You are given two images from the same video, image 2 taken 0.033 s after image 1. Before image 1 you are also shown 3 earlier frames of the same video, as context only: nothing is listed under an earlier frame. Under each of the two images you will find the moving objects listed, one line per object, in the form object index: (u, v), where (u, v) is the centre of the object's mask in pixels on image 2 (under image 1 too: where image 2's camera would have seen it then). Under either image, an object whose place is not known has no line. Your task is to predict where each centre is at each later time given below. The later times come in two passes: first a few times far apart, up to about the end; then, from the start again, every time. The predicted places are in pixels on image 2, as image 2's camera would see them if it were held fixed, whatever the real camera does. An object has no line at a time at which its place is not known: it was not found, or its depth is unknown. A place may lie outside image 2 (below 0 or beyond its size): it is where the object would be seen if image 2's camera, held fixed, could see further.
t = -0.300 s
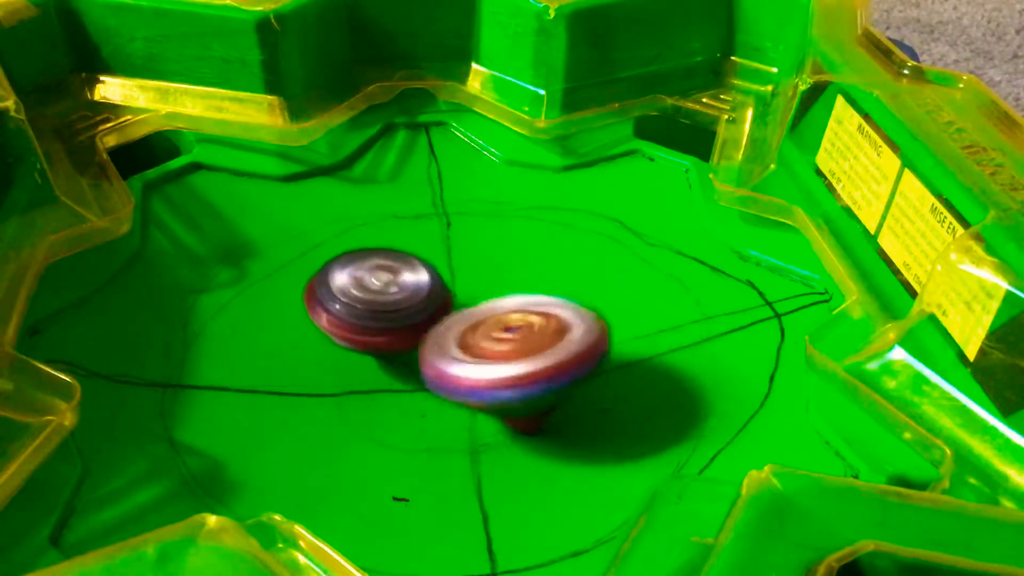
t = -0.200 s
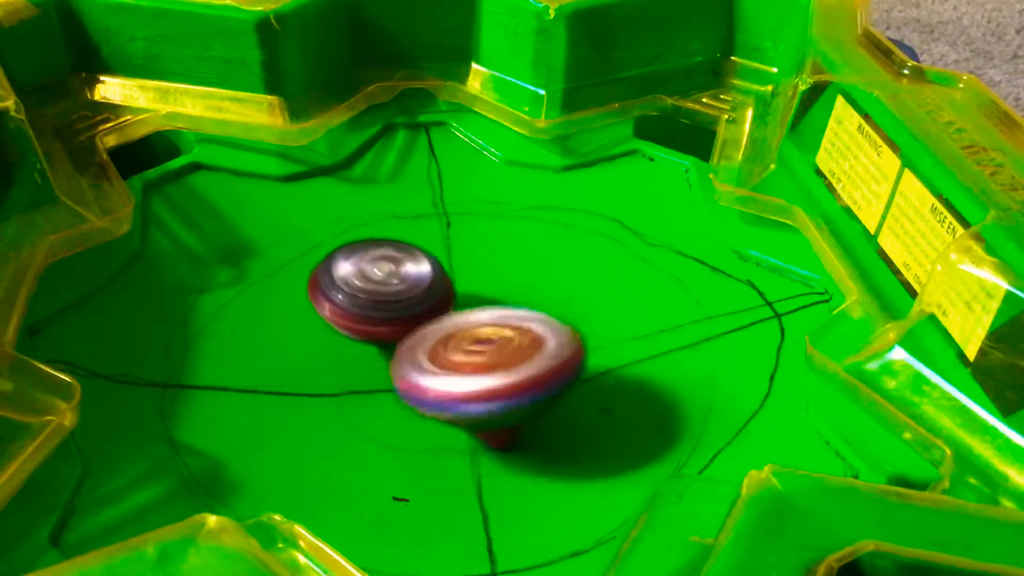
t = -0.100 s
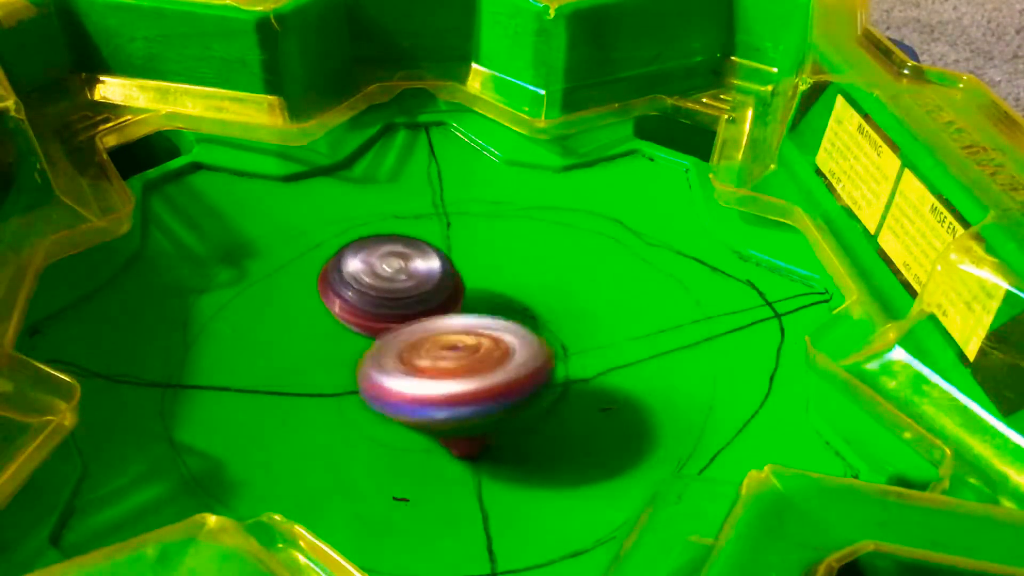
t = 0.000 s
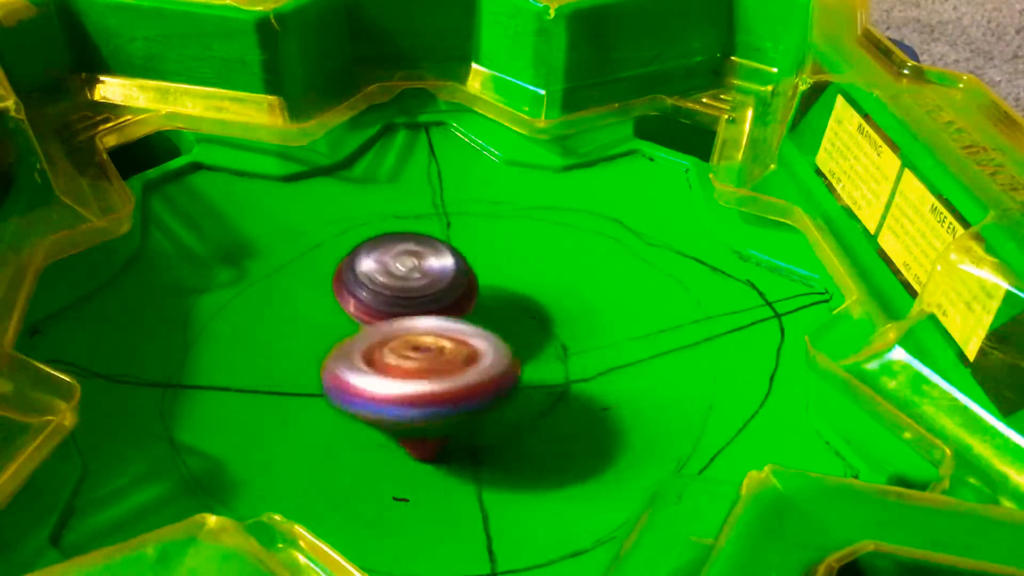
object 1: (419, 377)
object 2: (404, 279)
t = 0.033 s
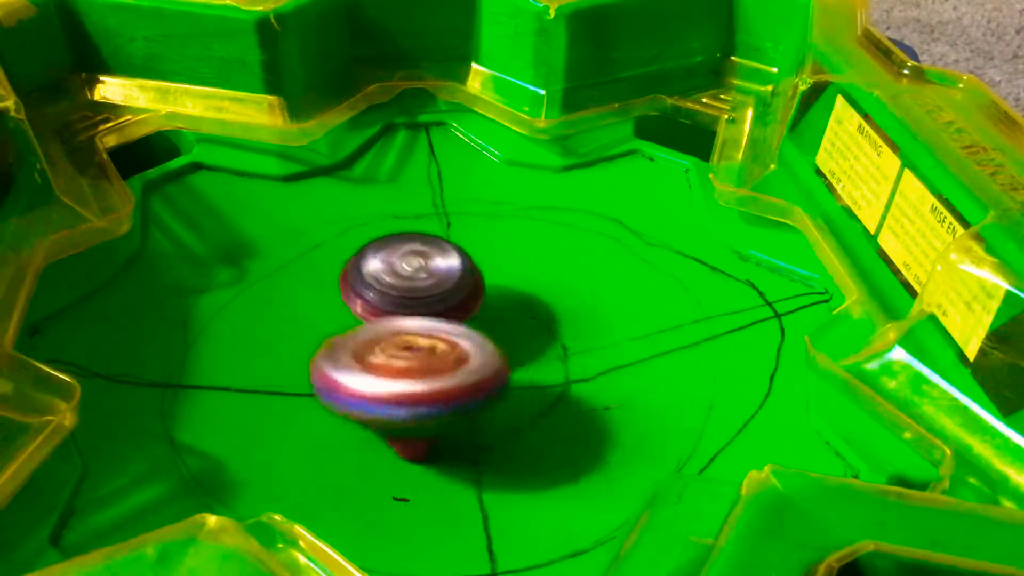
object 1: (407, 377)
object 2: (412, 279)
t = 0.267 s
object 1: (344, 352)
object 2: (473, 283)
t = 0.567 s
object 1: (327, 306)
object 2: (498, 293)
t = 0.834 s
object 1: (352, 265)
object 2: (519, 325)
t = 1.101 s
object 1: (423, 247)
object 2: (498, 349)
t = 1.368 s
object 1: (497, 253)
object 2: (438, 365)
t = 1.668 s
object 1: (546, 287)
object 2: (395, 353)
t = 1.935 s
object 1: (542, 331)
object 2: (354, 312)
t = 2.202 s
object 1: (475, 355)
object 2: (358, 292)
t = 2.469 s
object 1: (412, 371)
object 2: (410, 263)
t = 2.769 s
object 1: (362, 340)
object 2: (487, 272)
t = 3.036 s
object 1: (365, 291)
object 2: (547, 296)
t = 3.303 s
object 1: (407, 258)
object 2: (545, 326)
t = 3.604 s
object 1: (470, 252)
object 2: (487, 368)
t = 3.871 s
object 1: (517, 279)
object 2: (407, 373)
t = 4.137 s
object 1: (522, 317)
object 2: (348, 348)
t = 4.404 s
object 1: (479, 351)
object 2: (333, 305)
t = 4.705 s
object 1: (411, 351)
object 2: (374, 256)
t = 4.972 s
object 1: (374, 323)
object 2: (459, 246)
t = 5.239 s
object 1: (376, 289)
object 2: (534, 268)
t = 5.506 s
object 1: (417, 272)
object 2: (586, 317)
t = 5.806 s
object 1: (468, 275)
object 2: (559, 373)
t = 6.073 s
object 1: (479, 286)
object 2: (446, 402)
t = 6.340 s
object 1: (474, 298)
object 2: (325, 371)
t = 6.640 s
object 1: (481, 305)
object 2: (295, 287)
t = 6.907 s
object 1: (489, 312)
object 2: (375, 248)
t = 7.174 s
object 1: (463, 334)
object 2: (507, 246)
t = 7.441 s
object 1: (397, 342)
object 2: (584, 311)
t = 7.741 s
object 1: (363, 310)
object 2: (510, 378)
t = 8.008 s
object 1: (379, 234)
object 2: (420, 400)
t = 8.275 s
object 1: (471, 234)
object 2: (377, 330)
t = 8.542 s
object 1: (590, 271)
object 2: (423, 281)
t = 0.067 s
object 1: (397, 376)
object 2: (421, 279)
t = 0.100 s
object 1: (387, 374)
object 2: (432, 279)
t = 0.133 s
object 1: (376, 366)
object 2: (442, 280)
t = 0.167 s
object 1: (368, 363)
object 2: (451, 282)
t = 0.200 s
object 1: (358, 360)
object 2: (459, 283)
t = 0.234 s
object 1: (351, 356)
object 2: (467, 283)
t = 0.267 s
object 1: (344, 352)
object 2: (473, 283)
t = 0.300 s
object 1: (337, 348)
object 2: (478, 283)
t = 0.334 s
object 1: (332, 343)
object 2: (483, 283)
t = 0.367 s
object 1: (329, 338)
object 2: (487, 284)
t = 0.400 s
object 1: (326, 332)
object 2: (490, 285)
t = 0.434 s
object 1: (324, 327)
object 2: (493, 286)
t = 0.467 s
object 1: (323, 321)
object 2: (495, 287)
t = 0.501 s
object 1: (323, 316)
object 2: (497, 288)
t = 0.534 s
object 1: (324, 310)
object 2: (498, 290)
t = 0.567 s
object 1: (327, 306)
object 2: (498, 293)
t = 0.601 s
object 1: (329, 300)
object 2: (499, 295)
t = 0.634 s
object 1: (331, 295)
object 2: (500, 299)
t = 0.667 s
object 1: (330, 289)
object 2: (507, 303)
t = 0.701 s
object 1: (332, 283)
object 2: (510, 307)
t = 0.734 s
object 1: (336, 278)
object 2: (513, 312)
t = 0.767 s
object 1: (341, 273)
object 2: (516, 316)
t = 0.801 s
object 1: (346, 268)
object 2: (518, 321)
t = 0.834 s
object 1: (352, 265)
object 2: (519, 325)
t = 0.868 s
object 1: (359, 262)
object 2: (520, 330)
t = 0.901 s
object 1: (366, 259)
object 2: (520, 333)
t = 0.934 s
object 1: (374, 255)
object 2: (519, 337)
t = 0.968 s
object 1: (384, 253)
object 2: (516, 340)
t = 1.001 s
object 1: (394, 251)
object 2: (513, 342)
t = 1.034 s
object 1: (404, 249)
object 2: (508, 344)
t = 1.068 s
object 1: (414, 248)
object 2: (504, 347)
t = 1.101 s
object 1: (423, 247)
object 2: (498, 349)
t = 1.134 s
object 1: (432, 245)
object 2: (492, 352)
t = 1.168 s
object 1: (443, 245)
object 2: (486, 355)
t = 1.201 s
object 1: (452, 245)
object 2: (479, 358)
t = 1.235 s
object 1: (462, 245)
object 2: (470, 360)
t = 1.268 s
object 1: (471, 246)
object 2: (460, 362)
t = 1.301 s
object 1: (480, 248)
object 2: (453, 363)
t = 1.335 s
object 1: (489, 250)
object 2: (445, 365)
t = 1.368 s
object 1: (497, 253)
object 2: (438, 365)
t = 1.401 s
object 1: (504, 255)
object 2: (432, 365)
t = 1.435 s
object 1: (512, 259)
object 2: (425, 365)
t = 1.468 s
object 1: (519, 262)
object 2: (419, 365)
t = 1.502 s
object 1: (526, 266)
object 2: (414, 364)
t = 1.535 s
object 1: (531, 270)
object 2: (408, 362)
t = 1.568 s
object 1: (537, 273)
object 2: (404, 360)
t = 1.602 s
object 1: (541, 278)
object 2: (400, 358)
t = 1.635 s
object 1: (544, 283)
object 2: (397, 355)
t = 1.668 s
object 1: (546, 287)
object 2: (395, 353)
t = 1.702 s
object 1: (548, 292)
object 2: (392, 349)
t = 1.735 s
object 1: (552, 298)
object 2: (385, 344)
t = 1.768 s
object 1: (554, 304)
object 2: (378, 338)
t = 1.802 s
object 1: (553, 310)
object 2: (372, 333)
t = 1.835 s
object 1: (551, 314)
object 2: (367, 328)
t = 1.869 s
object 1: (550, 320)
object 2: (363, 322)
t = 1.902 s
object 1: (546, 325)
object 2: (359, 317)
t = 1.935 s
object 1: (542, 331)
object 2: (354, 312)
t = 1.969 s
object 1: (536, 336)
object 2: (351, 307)
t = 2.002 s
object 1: (530, 340)
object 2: (350, 304)
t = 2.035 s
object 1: (522, 345)
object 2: (350, 302)
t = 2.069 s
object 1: (514, 349)
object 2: (351, 300)
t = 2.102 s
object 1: (504, 352)
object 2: (353, 299)
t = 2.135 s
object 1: (494, 354)
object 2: (355, 298)
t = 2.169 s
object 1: (484, 357)
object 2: (357, 296)
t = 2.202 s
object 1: (475, 355)
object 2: (358, 292)
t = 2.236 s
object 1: (473, 368)
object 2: (362, 284)
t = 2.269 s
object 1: (467, 372)
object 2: (367, 278)
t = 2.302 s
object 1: (457, 375)
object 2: (371, 274)
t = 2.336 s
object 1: (448, 371)
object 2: (377, 271)
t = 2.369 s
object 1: (439, 378)
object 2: (385, 268)
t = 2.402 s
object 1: (430, 379)
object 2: (393, 266)
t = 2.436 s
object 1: (421, 378)
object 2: (402, 264)
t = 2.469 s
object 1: (412, 371)
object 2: (410, 263)
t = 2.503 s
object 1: (405, 375)
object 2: (418, 263)
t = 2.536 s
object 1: (397, 373)
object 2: (426, 263)
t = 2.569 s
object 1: (390, 370)
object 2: (435, 264)
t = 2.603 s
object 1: (383, 366)
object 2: (444, 264)
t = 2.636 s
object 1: (377, 362)
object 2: (452, 265)
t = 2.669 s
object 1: (372, 357)
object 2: (461, 265)
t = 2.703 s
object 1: (368, 352)
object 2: (469, 267)
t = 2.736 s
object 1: (365, 346)
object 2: (478, 270)
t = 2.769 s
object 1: (362, 340)
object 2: (487, 272)
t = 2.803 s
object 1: (360, 333)
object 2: (495, 275)
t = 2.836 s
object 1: (360, 328)
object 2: (502, 278)
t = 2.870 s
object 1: (360, 322)
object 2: (509, 280)
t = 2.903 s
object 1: (361, 314)
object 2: (516, 284)
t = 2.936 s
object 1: (361, 309)
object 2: (524, 287)
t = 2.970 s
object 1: (361, 303)
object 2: (533, 290)
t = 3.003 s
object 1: (362, 297)
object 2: (541, 293)
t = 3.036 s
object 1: (365, 291)
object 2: (547, 296)
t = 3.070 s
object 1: (367, 285)
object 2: (551, 299)
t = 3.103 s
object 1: (372, 280)
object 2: (553, 303)
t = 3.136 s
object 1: (376, 275)
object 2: (555, 307)
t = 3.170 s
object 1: (381, 271)
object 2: (555, 310)
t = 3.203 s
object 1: (388, 268)
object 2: (554, 313)
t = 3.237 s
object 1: (394, 264)
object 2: (551, 317)
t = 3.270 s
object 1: (401, 262)
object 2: (546, 321)
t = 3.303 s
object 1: (407, 258)
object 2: (545, 326)
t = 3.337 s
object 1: (413, 255)
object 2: (542, 334)
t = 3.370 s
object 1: (420, 252)
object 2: (539, 339)
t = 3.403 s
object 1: (427, 251)
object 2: (534, 343)
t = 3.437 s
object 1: (435, 250)
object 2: (528, 349)
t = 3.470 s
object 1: (442, 250)
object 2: (521, 354)
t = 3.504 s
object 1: (449, 250)
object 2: (514, 357)
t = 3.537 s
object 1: (456, 250)
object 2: (506, 361)
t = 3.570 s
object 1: (463, 251)
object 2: (497, 364)
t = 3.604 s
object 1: (470, 252)
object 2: (487, 368)
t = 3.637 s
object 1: (477, 253)
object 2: (477, 371)
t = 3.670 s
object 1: (484, 256)
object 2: (467, 374)
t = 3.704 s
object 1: (491, 258)
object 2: (457, 375)
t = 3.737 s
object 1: (497, 261)
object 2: (447, 375)
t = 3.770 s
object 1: (503, 265)
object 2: (436, 376)
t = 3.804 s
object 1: (509, 269)
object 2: (426, 375)
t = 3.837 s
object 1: (513, 274)
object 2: (417, 375)
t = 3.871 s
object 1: (517, 279)
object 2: (407, 373)
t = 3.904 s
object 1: (520, 282)
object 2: (397, 371)
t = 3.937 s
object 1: (522, 287)
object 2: (388, 369)
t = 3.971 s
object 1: (524, 292)
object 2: (381, 367)
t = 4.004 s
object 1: (525, 297)
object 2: (373, 364)
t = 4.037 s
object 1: (524, 302)
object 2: (366, 360)
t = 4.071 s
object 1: (526, 307)
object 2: (358, 357)
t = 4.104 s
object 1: (524, 312)
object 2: (353, 352)
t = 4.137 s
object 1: (522, 317)
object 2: (348, 348)
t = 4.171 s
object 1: (518, 321)
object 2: (343, 342)
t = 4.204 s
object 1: (514, 326)
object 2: (339, 338)
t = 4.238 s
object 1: (508, 330)
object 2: (338, 333)
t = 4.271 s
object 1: (504, 337)
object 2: (335, 327)
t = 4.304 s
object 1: (499, 341)
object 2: (333, 321)
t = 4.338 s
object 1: (493, 345)
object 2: (332, 317)
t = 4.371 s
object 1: (487, 348)
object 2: (333, 311)
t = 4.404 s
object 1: (479, 351)
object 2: (333, 305)
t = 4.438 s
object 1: (471, 353)
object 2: (334, 299)
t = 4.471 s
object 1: (464, 354)
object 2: (335, 293)
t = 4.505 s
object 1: (457, 355)
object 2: (339, 287)
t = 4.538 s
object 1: (449, 356)
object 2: (343, 281)
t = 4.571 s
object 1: (441, 355)
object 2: (346, 275)
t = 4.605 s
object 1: (433, 354)
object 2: (352, 270)
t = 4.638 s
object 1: (425, 352)
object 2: (358, 265)
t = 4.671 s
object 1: (418, 351)
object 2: (366, 259)
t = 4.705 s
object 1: (411, 351)
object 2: (374, 256)
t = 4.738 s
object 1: (405, 349)
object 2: (384, 252)
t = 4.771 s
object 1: (400, 346)
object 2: (394, 250)
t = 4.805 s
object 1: (394, 342)
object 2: (404, 247)
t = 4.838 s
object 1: (389, 338)
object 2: (415, 246)
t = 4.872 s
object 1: (384, 335)
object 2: (427, 245)
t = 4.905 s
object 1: (380, 331)
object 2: (437, 245)
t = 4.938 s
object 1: (377, 327)
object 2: (448, 246)
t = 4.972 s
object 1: (374, 323)
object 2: (459, 246)
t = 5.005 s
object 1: (371, 318)
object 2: (470, 246)
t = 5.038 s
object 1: (370, 314)
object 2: (479, 248)
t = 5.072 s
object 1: (370, 310)
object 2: (488, 251)
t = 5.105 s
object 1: (371, 306)
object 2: (498, 253)
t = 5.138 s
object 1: (373, 301)
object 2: (507, 257)
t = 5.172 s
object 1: (374, 297)
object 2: (516, 260)
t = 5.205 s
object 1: (375, 293)
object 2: (527, 265)
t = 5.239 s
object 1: (376, 289)
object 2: (534, 268)
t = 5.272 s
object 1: (380, 287)
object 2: (542, 273)
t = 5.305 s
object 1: (384, 283)
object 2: (550, 278)
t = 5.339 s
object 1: (389, 281)
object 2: (555, 284)
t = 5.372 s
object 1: (395, 279)
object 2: (561, 290)
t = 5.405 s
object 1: (401, 278)
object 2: (566, 297)
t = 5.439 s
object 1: (405, 275)
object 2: (572, 302)
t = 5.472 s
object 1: (411, 273)
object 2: (579, 310)
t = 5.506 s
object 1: (417, 272)
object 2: (586, 317)
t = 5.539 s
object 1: (425, 272)
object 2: (589, 322)
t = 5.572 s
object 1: (432, 272)
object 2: (590, 329)
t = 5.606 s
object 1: (439, 272)
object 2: (590, 335)
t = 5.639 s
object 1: (445, 272)
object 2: (588, 340)
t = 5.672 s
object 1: (451, 273)
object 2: (583, 345)
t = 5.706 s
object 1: (456, 273)
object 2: (580, 353)
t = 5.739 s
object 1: (461, 273)
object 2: (575, 360)
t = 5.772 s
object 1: (464, 273)
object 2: (567, 366)
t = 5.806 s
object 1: (468, 275)
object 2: (559, 373)
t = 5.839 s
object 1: (471, 276)
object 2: (550, 378)
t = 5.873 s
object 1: (474, 276)
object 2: (538, 383)
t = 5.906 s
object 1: (476, 278)
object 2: (526, 389)
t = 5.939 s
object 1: (476, 279)
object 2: (513, 392)
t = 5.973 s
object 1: (478, 282)
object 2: (496, 396)
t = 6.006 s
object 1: (478, 284)
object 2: (482, 398)
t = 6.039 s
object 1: (478, 285)
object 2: (465, 401)
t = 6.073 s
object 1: (479, 286)
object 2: (446, 402)
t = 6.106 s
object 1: (477, 288)
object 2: (429, 401)
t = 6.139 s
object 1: (475, 290)
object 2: (412, 400)
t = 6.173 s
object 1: (474, 293)
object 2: (397, 399)
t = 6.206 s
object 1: (474, 296)
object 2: (380, 395)
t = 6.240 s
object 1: (474, 297)
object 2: (365, 390)
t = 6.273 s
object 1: (474, 298)
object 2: (351, 384)
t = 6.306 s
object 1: (474, 297)
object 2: (337, 377)
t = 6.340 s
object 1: (474, 298)
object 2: (325, 371)
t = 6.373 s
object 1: (474, 298)
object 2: (315, 362)
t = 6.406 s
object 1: (474, 298)
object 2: (308, 353)
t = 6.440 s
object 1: (473, 298)
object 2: (305, 344)
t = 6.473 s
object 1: (471, 298)
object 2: (301, 336)
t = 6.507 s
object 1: (469, 298)
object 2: (302, 328)
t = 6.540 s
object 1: (468, 299)
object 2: (301, 320)
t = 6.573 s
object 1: (468, 301)
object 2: (299, 310)
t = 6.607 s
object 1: (474, 303)
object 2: (298, 299)
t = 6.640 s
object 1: (481, 305)
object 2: (295, 287)
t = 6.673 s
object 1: (485, 306)
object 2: (302, 280)
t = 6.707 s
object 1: (487, 306)
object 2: (308, 272)
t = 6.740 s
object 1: (489, 308)
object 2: (316, 267)
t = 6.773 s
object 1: (491, 309)
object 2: (325, 261)
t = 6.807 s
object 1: (492, 310)
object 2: (337, 258)
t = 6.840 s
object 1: (492, 310)
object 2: (349, 254)
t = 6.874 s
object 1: (490, 311)
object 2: (361, 251)
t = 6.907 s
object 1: (489, 312)
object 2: (375, 248)
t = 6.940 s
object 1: (488, 313)
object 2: (386, 245)
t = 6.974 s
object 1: (486, 314)
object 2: (401, 241)
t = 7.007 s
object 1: (484, 317)
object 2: (419, 239)
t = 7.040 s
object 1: (481, 320)
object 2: (436, 236)
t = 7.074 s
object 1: (478, 323)
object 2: (453, 236)
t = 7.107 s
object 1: (473, 328)
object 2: (471, 238)
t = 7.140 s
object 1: (467, 331)
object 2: (491, 242)
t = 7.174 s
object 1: (463, 334)
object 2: (507, 246)
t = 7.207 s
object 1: (458, 337)
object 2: (522, 252)
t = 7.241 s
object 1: (452, 339)
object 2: (535, 260)
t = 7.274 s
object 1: (447, 338)
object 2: (547, 269)
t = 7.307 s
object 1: (440, 341)
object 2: (556, 279)
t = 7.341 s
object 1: (433, 343)
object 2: (565, 287)
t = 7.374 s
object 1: (418, 345)
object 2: (575, 293)
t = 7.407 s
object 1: (407, 344)
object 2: (584, 302)
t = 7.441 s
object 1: (397, 342)
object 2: (584, 311)
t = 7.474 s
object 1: (390, 341)
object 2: (585, 319)
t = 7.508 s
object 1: (384, 340)
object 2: (583, 328)
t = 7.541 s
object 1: (377, 336)
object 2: (579, 337)
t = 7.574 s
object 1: (372, 333)
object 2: (572, 346)
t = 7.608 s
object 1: (368, 329)
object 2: (563, 354)
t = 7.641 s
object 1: (366, 324)
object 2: (552, 361)
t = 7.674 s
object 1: (362, 320)
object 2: (539, 368)
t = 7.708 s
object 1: (361, 316)
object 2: (525, 373)
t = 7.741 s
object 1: (363, 310)
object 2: (510, 378)
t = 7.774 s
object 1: (363, 303)
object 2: (496, 383)
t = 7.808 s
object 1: (364, 298)
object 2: (481, 387)
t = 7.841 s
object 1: (361, 281)
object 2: (479, 402)
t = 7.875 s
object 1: (361, 269)
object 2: (470, 409)
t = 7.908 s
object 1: (361, 257)
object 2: (457, 412)
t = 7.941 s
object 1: (366, 248)
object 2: (443, 409)
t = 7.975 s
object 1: (372, 240)
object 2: (430, 404)
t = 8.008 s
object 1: (379, 234)
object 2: (420, 400)
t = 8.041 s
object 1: (388, 230)
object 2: (408, 392)
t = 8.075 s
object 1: (398, 227)
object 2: (399, 383)
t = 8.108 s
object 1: (408, 226)
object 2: (391, 374)
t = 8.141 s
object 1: (418, 226)
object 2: (387, 365)
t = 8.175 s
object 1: (430, 228)
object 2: (383, 354)
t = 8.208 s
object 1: (442, 230)
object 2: (383, 343)
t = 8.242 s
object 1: (453, 233)
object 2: (382, 332)
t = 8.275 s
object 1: (471, 234)
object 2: (377, 330)
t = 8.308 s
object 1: (490, 235)
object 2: (371, 322)
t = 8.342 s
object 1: (507, 236)
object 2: (375, 316)
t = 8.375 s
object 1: (523, 240)
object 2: (382, 308)
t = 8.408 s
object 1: (538, 244)
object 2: (389, 301)
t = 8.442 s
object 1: (551, 248)
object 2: (400, 295)
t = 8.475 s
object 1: (563, 256)
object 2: (409, 289)
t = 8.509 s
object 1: (577, 263)
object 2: (414, 286)
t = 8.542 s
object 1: (590, 271)
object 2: (423, 281)
